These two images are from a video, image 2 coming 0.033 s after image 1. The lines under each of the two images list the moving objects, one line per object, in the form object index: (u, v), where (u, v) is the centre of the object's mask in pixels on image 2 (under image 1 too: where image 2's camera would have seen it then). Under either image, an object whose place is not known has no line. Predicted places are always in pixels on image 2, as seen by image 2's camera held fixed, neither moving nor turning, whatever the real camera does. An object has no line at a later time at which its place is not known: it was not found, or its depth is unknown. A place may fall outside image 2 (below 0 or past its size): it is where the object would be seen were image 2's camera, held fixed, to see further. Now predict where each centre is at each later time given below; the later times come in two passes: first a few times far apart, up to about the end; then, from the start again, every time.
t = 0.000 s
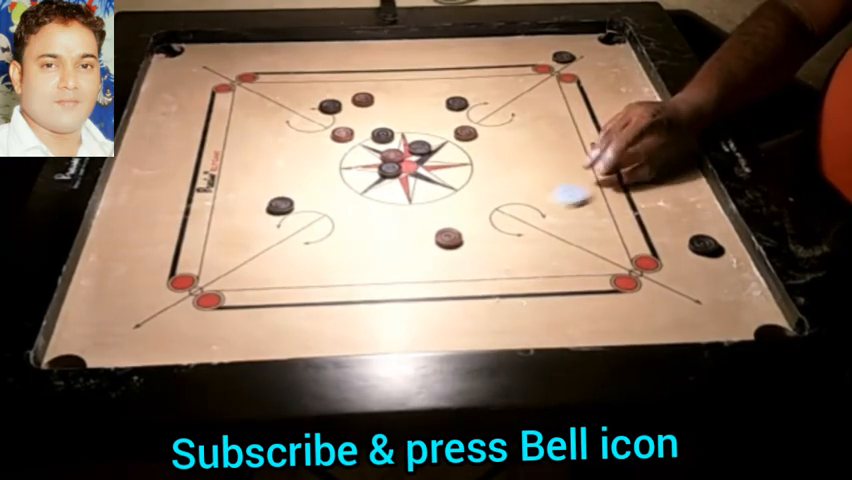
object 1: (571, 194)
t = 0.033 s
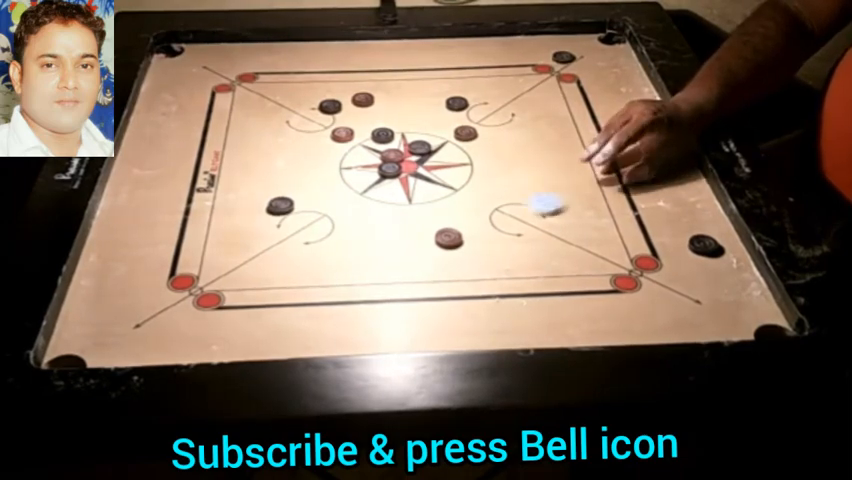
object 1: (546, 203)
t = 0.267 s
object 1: (436, 238)
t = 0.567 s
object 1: (407, 244)
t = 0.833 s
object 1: (407, 244)
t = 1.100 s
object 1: (407, 244)
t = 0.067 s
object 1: (521, 212)
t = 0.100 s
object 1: (496, 220)
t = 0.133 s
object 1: (473, 228)
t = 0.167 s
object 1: (462, 232)
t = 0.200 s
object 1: (452, 233)
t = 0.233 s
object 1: (443, 236)
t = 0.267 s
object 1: (436, 238)
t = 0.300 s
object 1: (429, 240)
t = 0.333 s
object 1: (423, 241)
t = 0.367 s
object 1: (418, 243)
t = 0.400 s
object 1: (414, 243)
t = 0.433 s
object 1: (411, 244)
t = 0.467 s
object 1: (408, 244)
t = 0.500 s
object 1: (408, 244)
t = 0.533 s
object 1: (407, 244)
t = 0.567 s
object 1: (407, 244)
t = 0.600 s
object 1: (407, 244)
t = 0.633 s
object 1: (407, 244)
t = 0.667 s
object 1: (407, 244)
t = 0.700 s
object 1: (407, 244)
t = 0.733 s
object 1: (407, 244)
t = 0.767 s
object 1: (407, 244)
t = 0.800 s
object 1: (407, 244)
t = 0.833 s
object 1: (407, 244)
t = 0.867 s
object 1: (407, 244)
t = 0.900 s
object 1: (407, 244)
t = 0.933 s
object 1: (407, 244)
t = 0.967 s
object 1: (407, 244)
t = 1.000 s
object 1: (407, 244)
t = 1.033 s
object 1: (407, 244)
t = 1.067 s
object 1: (407, 244)
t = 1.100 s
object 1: (407, 244)
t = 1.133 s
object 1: (408, 244)
